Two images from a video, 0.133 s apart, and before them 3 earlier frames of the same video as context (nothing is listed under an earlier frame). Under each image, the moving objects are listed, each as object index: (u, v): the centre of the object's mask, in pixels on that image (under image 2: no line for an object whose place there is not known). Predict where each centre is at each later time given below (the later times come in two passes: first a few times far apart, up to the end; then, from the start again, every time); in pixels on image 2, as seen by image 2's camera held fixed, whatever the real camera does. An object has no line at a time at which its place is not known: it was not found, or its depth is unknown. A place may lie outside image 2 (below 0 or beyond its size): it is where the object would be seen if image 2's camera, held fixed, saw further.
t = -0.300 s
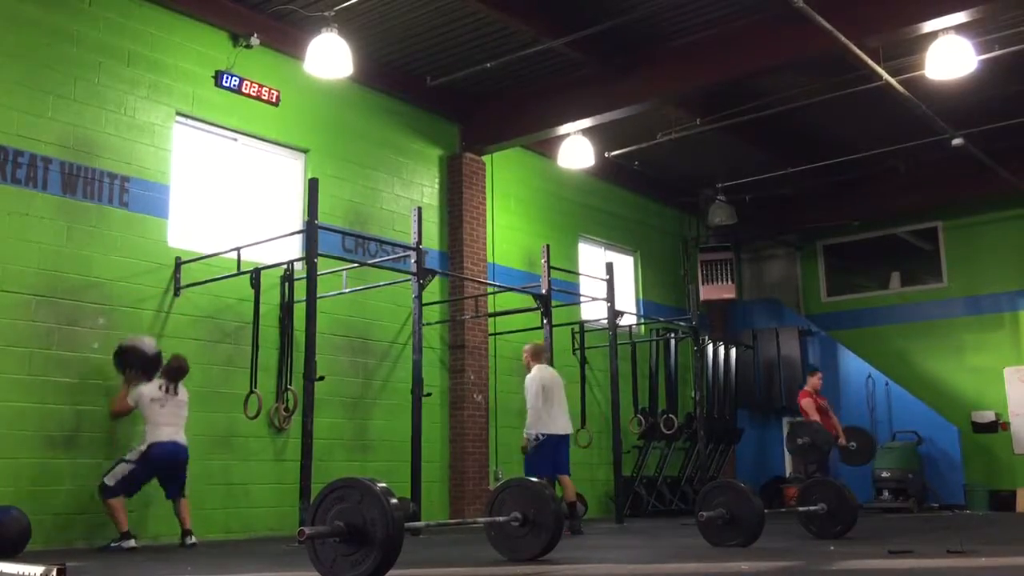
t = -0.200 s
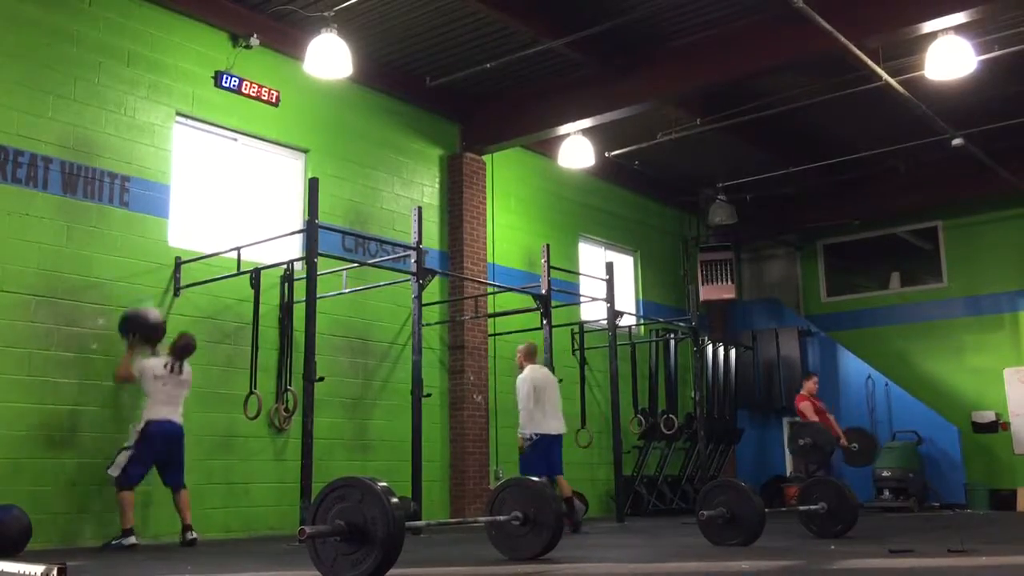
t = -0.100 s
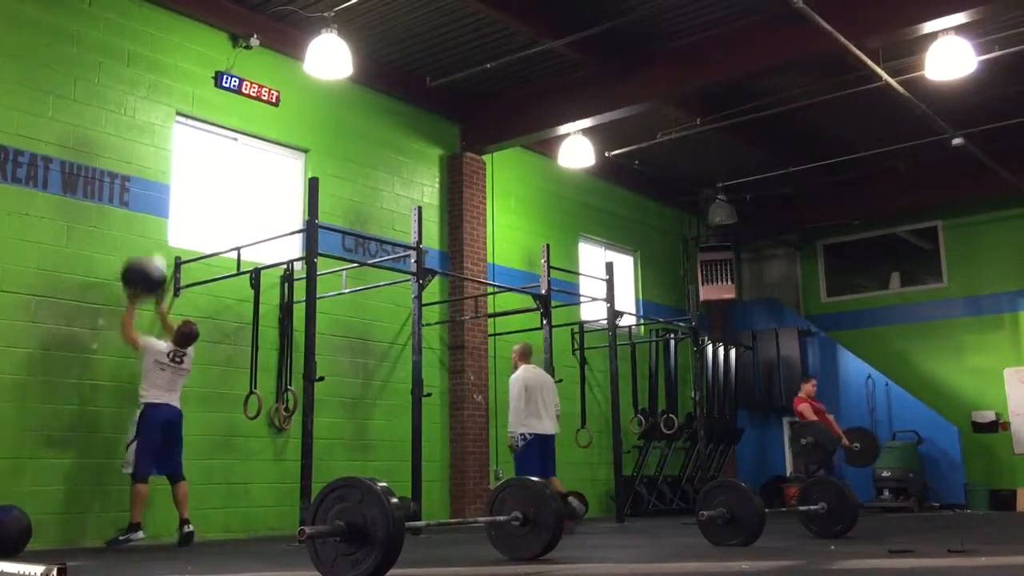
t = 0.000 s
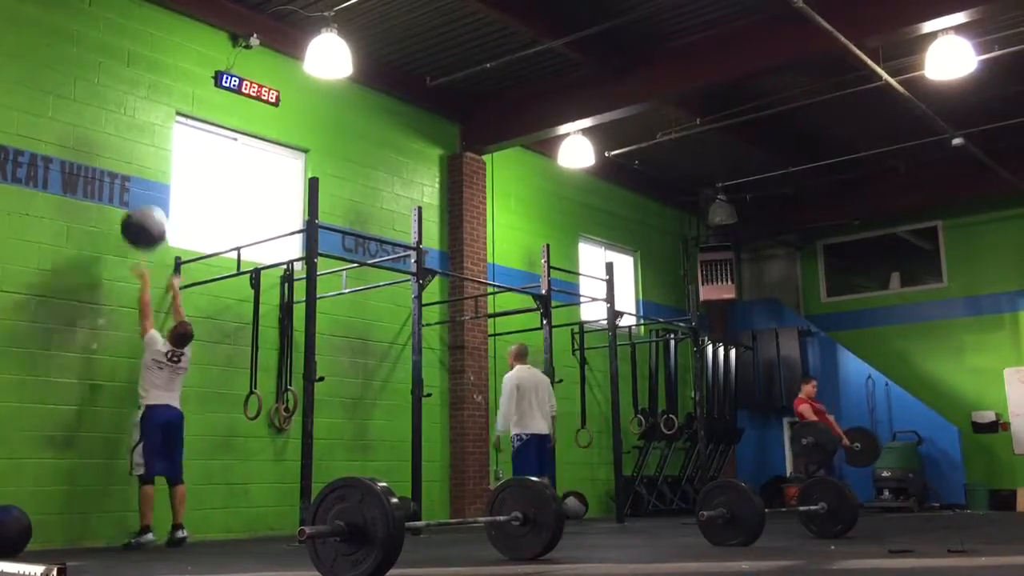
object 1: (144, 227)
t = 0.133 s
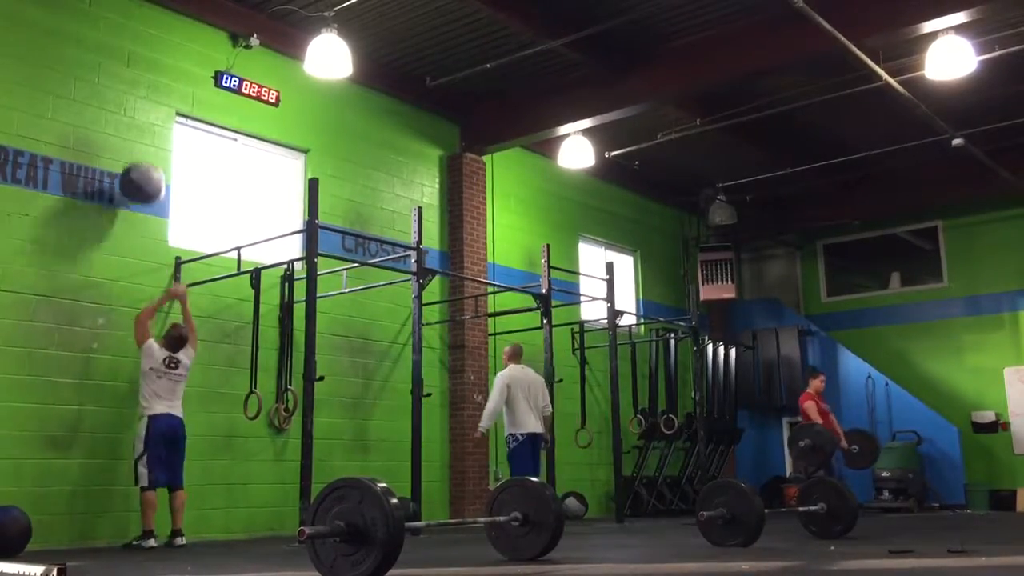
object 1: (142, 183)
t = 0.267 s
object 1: (139, 158)
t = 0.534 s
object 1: (141, 168)
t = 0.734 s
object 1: (144, 227)
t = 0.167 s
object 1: (142, 175)
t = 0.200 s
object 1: (141, 168)
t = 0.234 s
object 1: (139, 163)
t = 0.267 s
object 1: (139, 158)
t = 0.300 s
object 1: (137, 154)
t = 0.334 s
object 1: (137, 155)
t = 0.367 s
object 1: (137, 155)
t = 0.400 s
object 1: (138, 154)
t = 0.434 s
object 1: (139, 156)
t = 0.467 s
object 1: (140, 158)
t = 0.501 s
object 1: (141, 162)
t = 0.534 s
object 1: (141, 168)
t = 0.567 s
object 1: (142, 175)
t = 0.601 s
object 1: (143, 182)
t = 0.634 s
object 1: (143, 191)
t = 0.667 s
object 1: (143, 202)
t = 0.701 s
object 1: (144, 214)
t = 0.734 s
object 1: (144, 227)
